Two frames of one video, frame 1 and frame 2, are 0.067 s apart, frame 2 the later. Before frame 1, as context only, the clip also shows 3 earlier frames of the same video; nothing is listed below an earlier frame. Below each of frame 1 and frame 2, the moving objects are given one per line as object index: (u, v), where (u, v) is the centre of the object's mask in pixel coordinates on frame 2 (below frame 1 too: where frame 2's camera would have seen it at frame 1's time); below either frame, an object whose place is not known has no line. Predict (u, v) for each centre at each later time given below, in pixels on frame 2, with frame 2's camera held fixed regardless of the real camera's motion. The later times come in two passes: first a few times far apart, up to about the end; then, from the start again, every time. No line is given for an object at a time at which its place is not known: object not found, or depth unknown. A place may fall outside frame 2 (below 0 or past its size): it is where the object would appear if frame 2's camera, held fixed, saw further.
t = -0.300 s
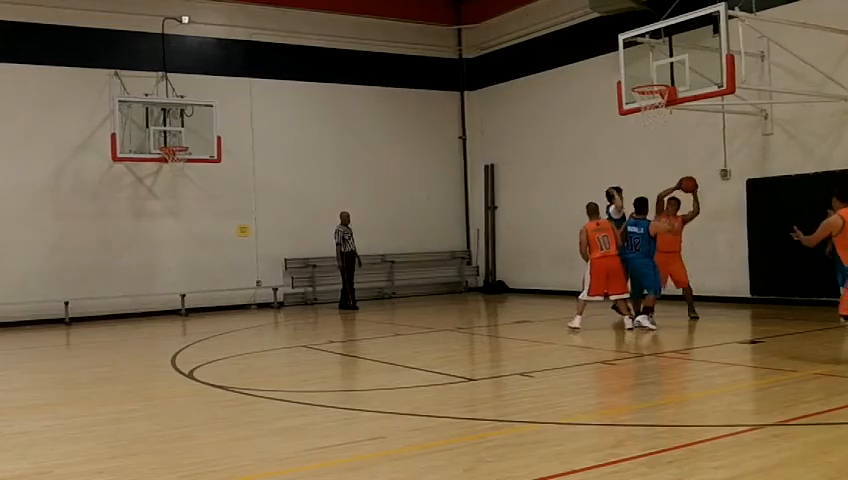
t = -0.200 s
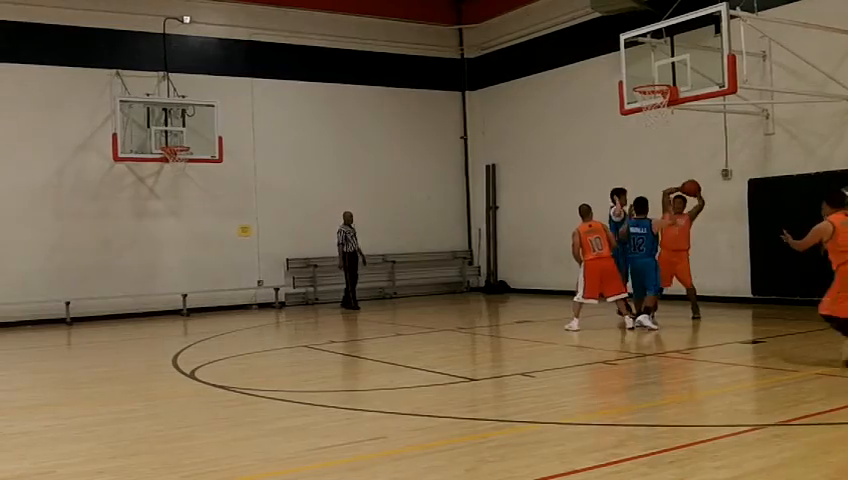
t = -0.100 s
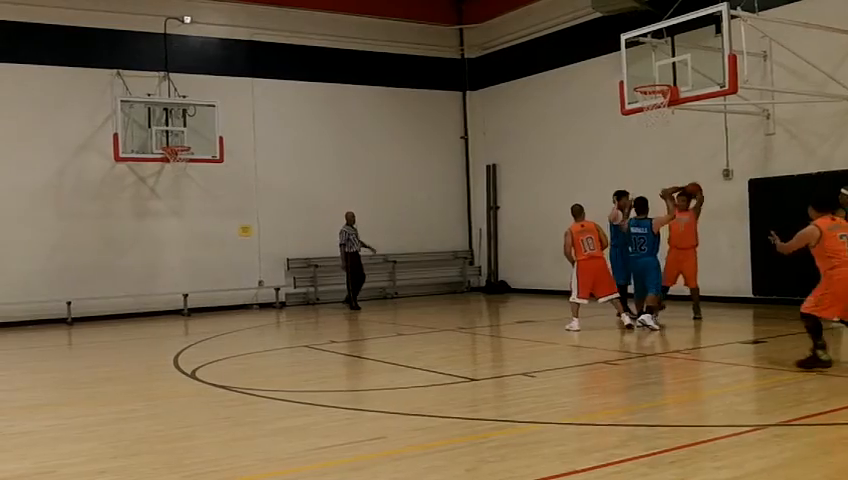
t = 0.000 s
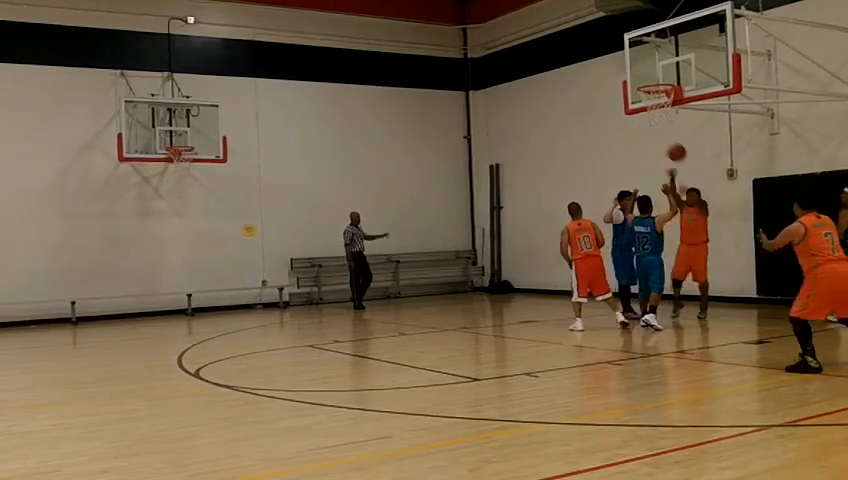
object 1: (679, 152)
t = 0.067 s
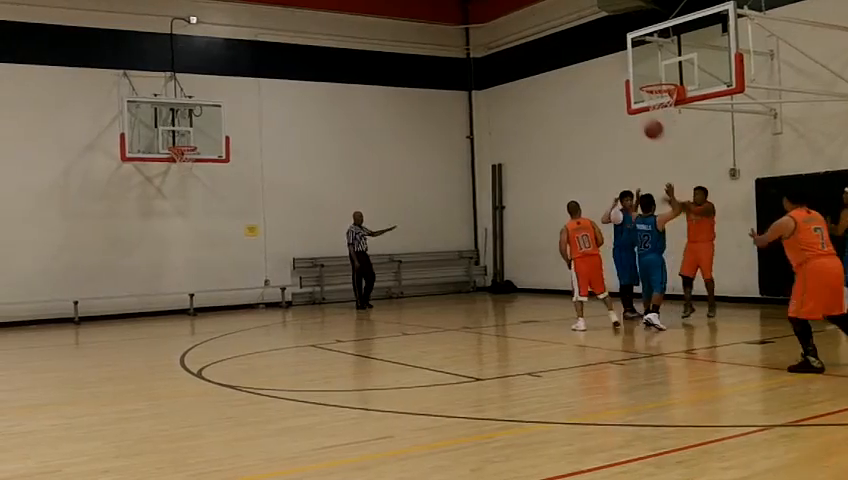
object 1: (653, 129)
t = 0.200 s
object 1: (593, 89)
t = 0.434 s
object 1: (456, 38)
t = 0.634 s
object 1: (285, 32)
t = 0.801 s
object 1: (76, 73)
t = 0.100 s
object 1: (639, 120)
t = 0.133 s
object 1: (623, 110)
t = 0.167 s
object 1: (609, 98)
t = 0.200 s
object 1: (593, 89)
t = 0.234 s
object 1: (577, 80)
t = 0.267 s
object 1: (558, 71)
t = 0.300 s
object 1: (540, 63)
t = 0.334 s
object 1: (521, 57)
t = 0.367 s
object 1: (500, 50)
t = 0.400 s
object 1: (480, 44)
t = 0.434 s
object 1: (456, 38)
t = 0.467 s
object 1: (434, 35)
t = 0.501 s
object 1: (406, 31)
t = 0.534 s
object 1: (379, 29)
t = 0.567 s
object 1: (349, 28)
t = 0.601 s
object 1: (318, 29)
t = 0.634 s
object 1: (285, 32)
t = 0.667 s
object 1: (250, 37)
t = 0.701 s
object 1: (210, 43)
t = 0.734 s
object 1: (169, 50)
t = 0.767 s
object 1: (124, 59)
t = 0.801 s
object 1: (76, 73)
